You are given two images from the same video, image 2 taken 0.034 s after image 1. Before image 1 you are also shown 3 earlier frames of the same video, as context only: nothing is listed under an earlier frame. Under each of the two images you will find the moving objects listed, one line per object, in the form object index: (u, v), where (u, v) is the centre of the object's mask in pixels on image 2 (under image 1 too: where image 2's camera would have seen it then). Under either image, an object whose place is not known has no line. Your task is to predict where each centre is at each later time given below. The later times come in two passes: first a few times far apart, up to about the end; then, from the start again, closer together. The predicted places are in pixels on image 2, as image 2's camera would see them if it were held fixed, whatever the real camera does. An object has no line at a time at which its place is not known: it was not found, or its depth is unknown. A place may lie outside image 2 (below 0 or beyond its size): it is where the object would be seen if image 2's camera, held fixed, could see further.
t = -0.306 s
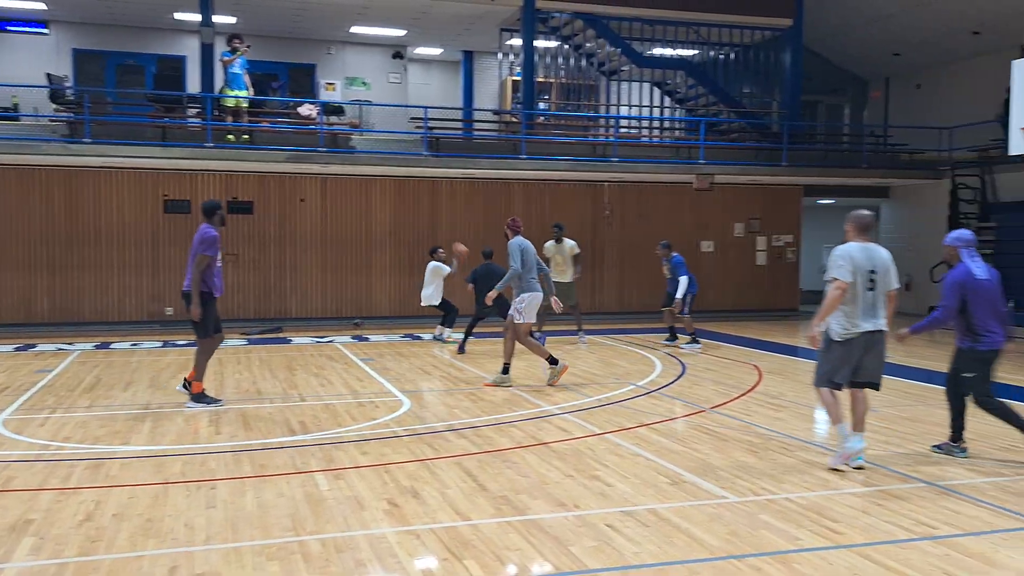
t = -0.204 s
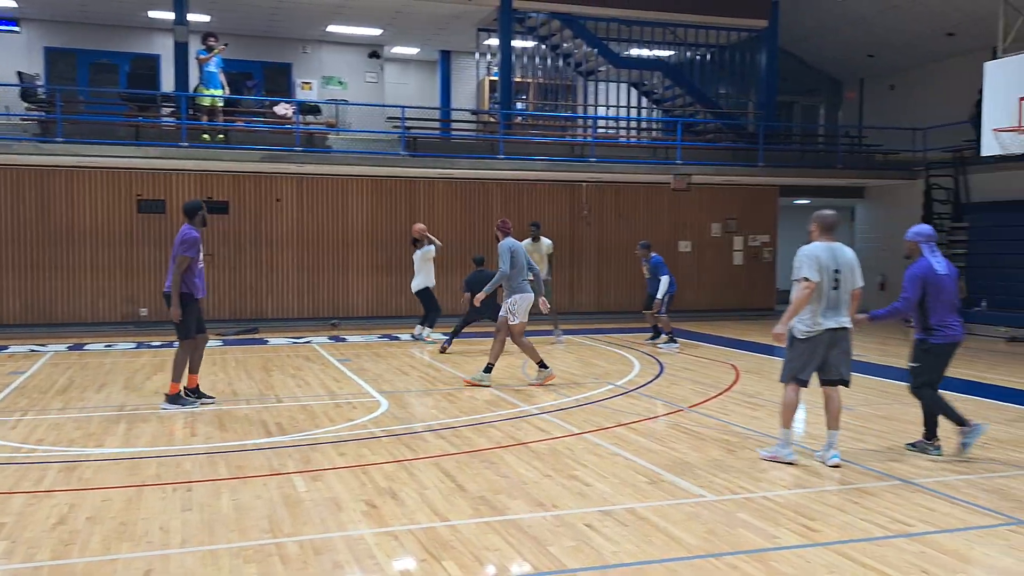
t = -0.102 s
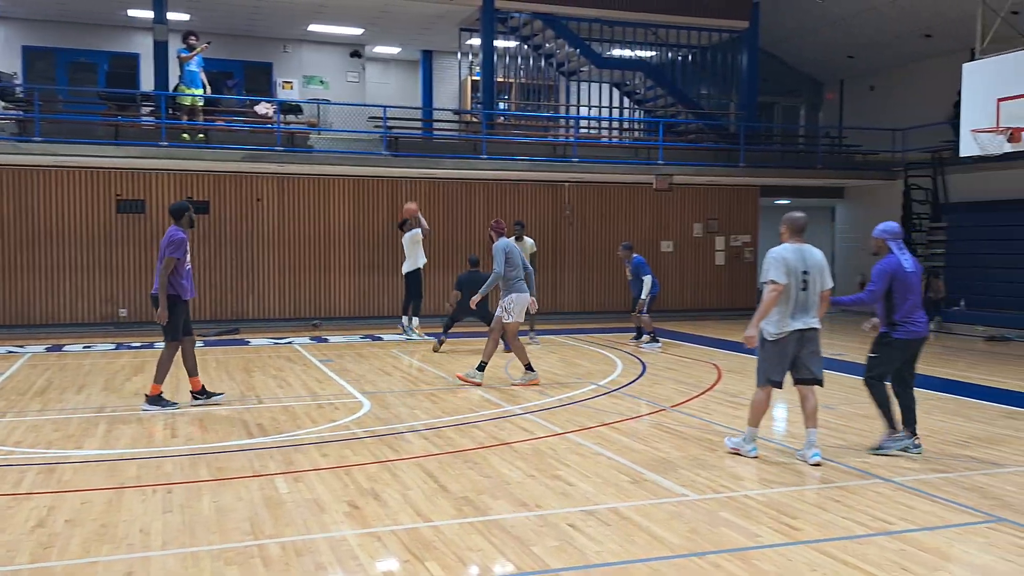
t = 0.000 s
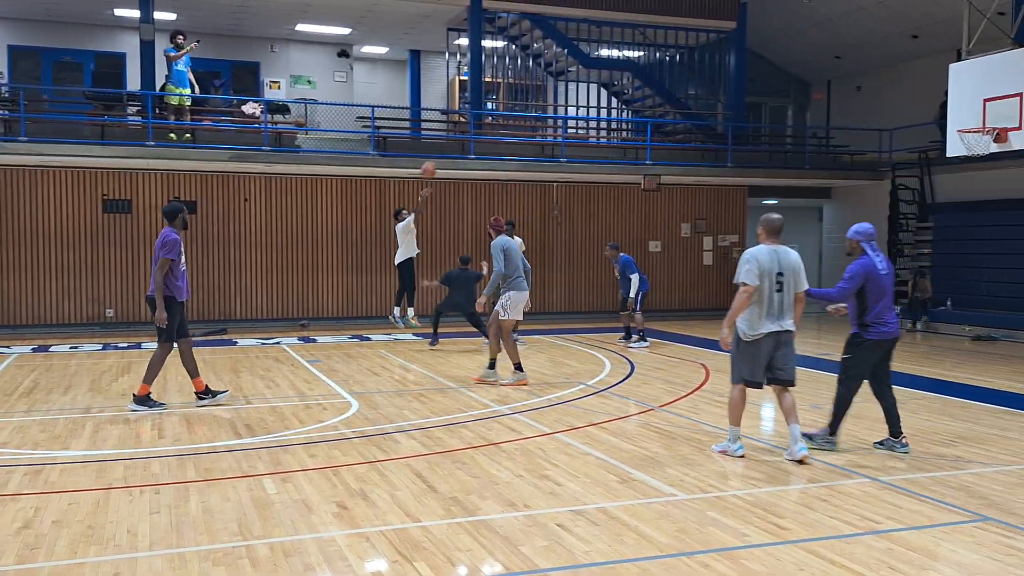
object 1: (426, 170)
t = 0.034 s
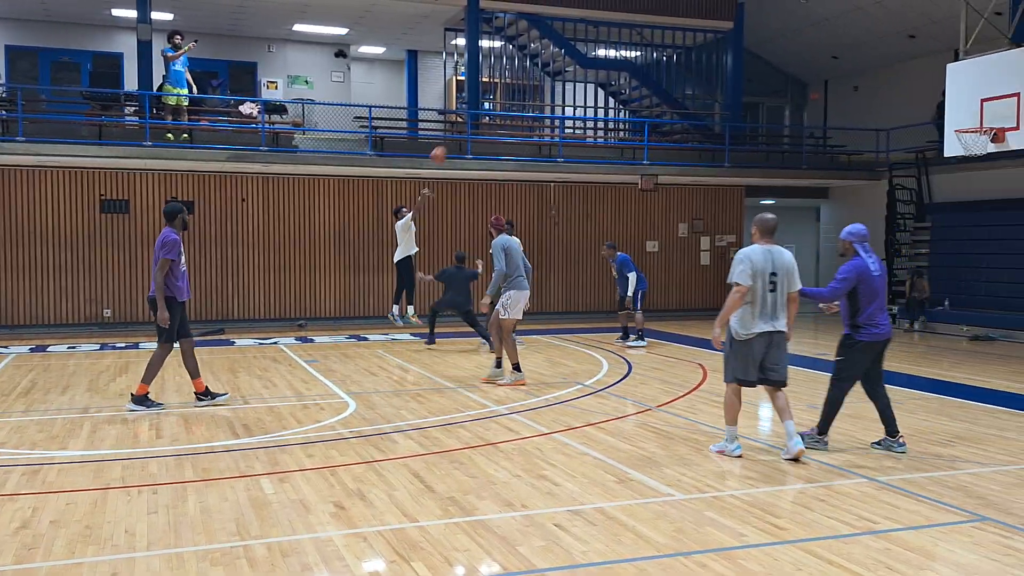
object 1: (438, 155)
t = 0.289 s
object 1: (536, 67)
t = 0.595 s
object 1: (671, 7)
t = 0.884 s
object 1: (799, 9)
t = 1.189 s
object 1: (949, 84)
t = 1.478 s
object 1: (929, 85)
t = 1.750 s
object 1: (855, 91)
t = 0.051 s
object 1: (444, 148)
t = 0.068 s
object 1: (451, 142)
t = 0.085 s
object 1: (457, 135)
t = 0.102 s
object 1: (463, 128)
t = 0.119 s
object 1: (470, 122)
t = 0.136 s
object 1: (475, 117)
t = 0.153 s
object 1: (482, 111)
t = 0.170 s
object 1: (489, 104)
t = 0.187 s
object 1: (497, 97)
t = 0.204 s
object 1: (502, 93)
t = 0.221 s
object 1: (509, 87)
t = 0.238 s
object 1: (516, 82)
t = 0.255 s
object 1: (524, 77)
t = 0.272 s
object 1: (530, 71)
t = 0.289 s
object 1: (536, 67)
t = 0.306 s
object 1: (543, 62)
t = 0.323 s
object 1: (550, 58)
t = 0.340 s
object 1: (558, 53)
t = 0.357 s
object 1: (565, 49)
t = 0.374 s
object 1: (571, 46)
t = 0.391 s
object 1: (578, 42)
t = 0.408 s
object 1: (585, 37)
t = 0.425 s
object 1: (593, 34)
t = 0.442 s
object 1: (600, 31)
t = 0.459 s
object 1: (607, 29)
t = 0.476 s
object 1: (614, 26)
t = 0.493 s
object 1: (622, 23)
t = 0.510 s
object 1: (630, 19)
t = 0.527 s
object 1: (638, 17)
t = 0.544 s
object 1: (644, 14)
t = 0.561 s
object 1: (656, 9)
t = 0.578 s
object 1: (665, 8)
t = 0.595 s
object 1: (671, 7)
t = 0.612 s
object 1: (678, 6)
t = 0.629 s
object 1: (685, 5)
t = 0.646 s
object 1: (692, 4)
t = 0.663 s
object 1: (699, 3)
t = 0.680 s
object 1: (706, 3)
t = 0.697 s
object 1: (714, 2)
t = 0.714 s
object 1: (722, 1)
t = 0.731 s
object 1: (729, 1)
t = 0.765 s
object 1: (744, 1)
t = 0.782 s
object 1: (752, 2)
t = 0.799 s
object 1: (761, 2)
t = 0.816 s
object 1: (770, 2)
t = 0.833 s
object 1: (777, 2)
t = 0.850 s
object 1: (784, 5)
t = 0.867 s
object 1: (791, 6)
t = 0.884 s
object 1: (799, 9)
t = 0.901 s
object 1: (807, 11)
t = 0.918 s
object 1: (815, 13)
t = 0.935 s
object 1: (823, 16)
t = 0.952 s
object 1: (831, 19)
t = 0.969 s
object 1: (839, 22)
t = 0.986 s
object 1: (847, 26)
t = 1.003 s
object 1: (855, 29)
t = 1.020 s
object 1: (863, 33)
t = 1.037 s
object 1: (871, 37)
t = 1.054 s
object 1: (880, 41)
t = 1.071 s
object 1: (889, 46)
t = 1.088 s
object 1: (897, 51)
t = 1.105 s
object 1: (907, 56)
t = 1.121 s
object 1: (915, 62)
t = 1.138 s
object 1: (924, 67)
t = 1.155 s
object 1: (933, 73)
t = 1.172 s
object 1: (940, 79)
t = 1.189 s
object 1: (949, 84)
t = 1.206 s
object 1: (959, 92)
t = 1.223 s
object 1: (968, 99)
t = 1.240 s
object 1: (977, 106)
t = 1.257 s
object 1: (987, 113)
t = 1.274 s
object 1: (993, 117)
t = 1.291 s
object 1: (987, 114)
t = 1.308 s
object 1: (982, 111)
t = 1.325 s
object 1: (976, 107)
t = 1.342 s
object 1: (971, 103)
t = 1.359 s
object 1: (966, 100)
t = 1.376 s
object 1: (961, 97)
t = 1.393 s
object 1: (954, 94)
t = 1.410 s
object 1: (948, 92)
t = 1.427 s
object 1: (943, 89)
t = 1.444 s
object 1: (938, 87)
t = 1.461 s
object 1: (935, 86)
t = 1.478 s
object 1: (929, 85)
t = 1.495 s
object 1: (924, 84)
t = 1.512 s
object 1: (918, 83)
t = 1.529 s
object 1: (914, 82)
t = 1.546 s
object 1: (909, 81)
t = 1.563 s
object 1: (904, 80)
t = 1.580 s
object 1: (899, 80)
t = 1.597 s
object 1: (895, 80)
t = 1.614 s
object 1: (890, 81)
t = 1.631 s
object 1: (885, 81)
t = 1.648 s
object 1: (881, 82)
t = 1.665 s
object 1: (876, 83)
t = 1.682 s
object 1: (872, 84)
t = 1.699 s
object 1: (868, 85)
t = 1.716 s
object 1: (863, 87)
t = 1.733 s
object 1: (859, 88)
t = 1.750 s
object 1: (855, 91)
